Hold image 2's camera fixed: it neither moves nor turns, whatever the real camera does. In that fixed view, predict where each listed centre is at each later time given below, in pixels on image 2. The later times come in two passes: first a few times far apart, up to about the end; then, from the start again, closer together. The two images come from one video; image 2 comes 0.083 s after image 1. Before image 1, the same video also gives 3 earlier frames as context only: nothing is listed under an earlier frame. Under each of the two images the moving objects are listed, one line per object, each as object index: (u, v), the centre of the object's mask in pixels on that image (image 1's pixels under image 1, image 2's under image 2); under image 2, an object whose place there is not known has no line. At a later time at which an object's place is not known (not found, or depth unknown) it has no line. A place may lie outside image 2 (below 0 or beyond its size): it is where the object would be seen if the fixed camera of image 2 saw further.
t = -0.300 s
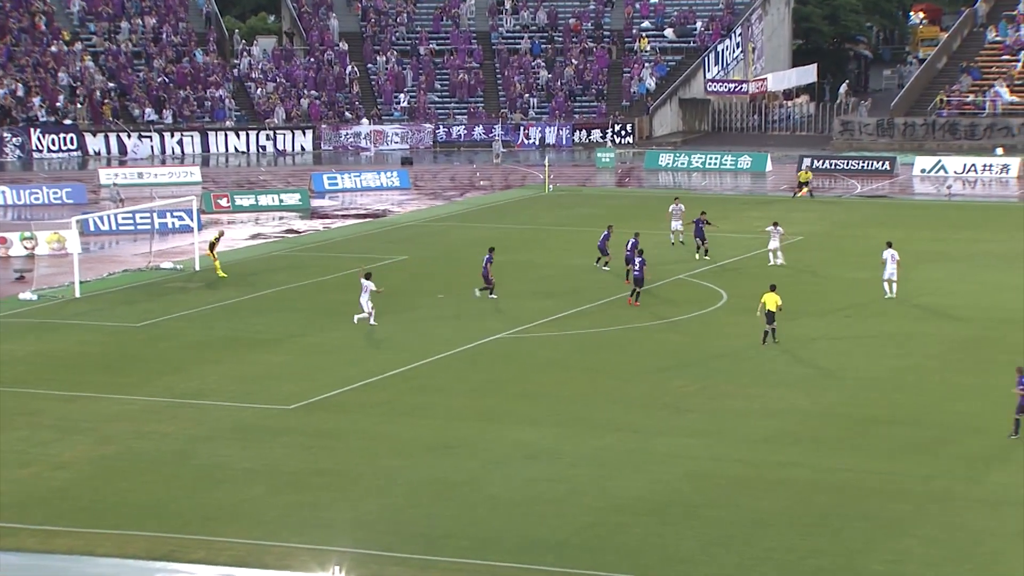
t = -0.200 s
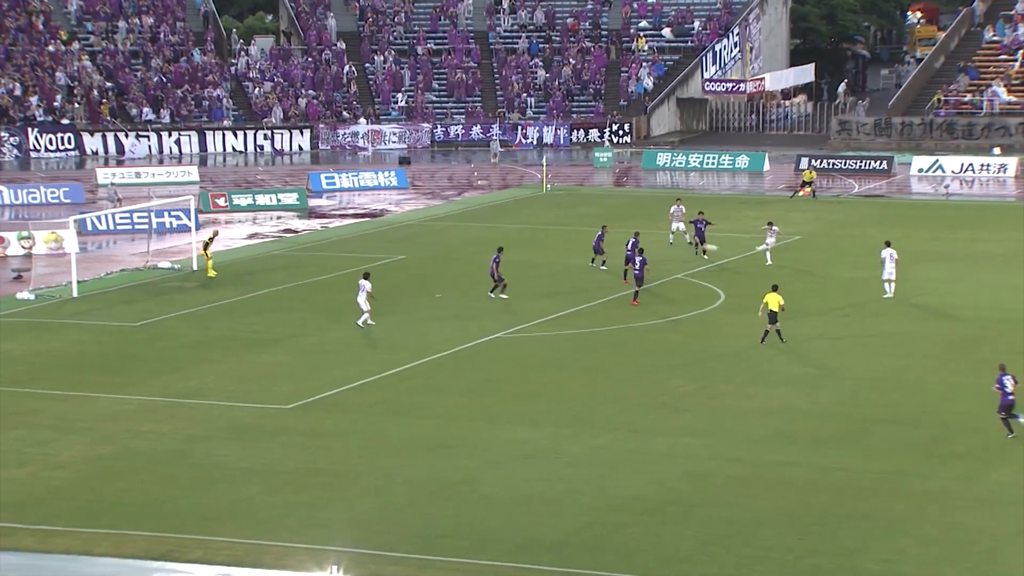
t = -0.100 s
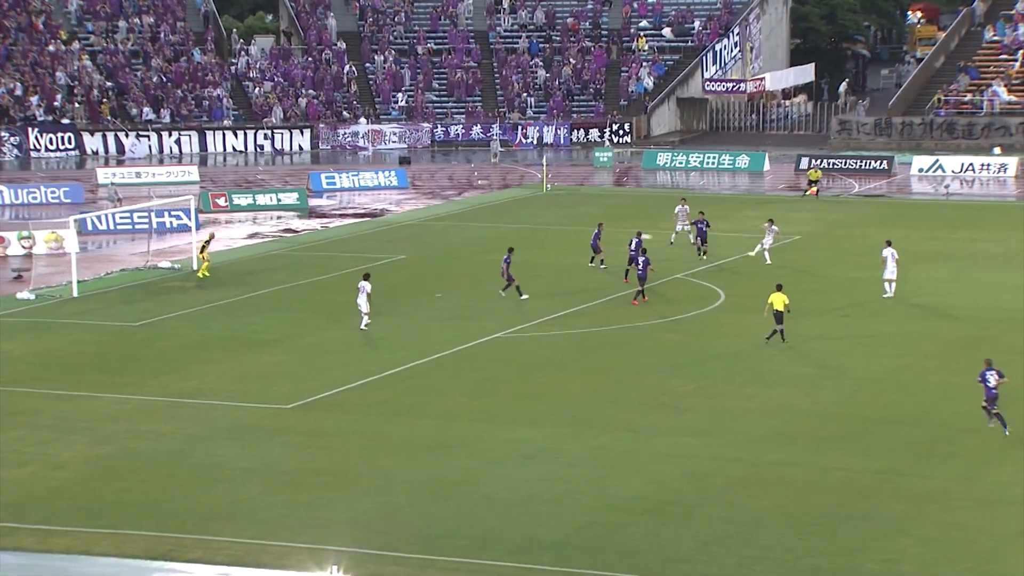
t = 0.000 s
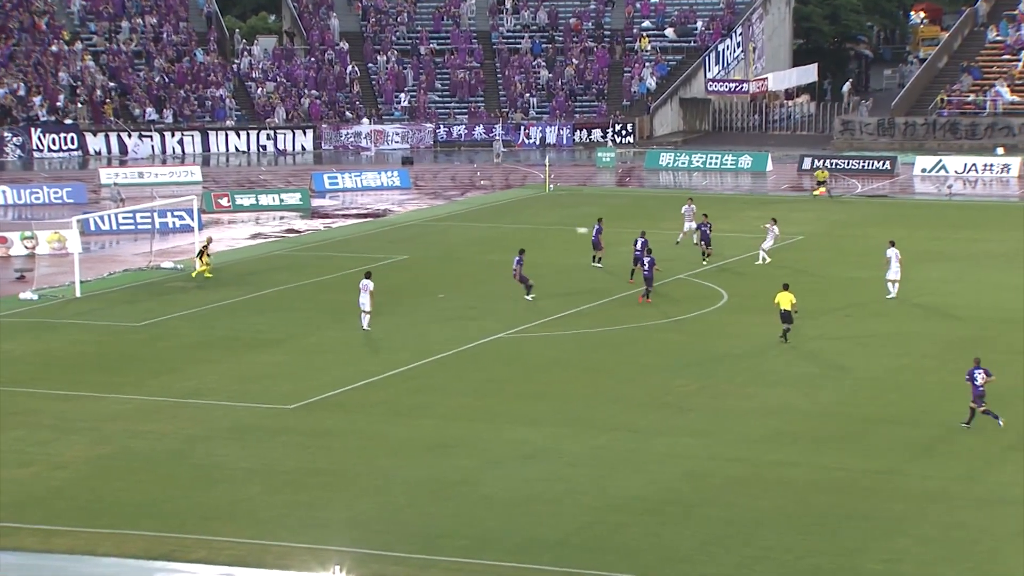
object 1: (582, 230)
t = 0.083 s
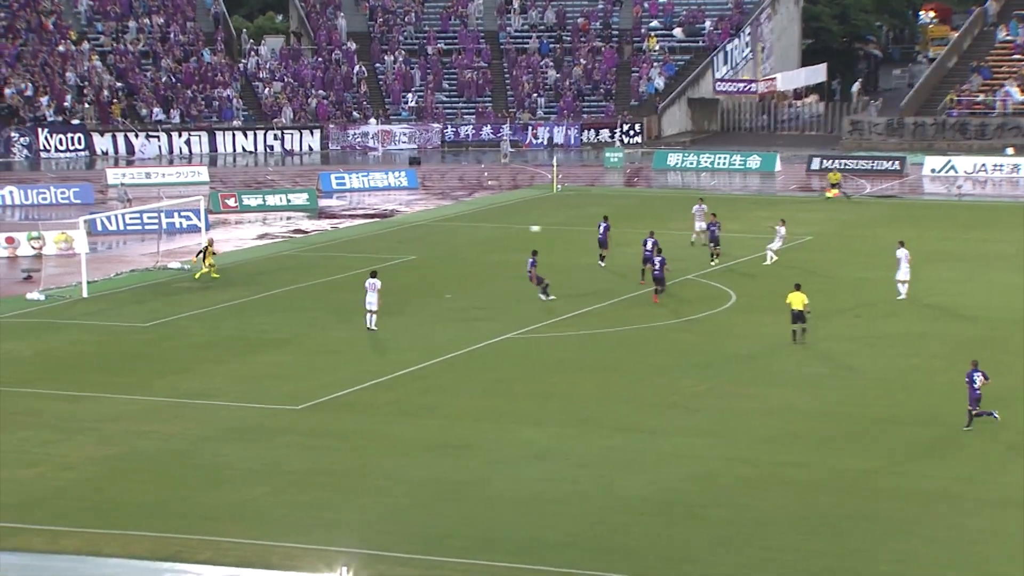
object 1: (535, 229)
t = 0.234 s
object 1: (439, 231)
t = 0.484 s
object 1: (281, 253)
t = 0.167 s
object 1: (481, 229)
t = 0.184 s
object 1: (471, 229)
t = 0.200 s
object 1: (460, 230)
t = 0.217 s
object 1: (449, 230)
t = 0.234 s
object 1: (439, 231)
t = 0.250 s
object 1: (429, 232)
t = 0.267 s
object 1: (419, 233)
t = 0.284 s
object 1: (407, 234)
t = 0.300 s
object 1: (397, 235)
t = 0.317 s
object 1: (387, 236)
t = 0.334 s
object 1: (376, 237)
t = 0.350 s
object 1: (365, 238)
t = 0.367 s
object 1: (355, 240)
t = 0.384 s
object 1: (344, 242)
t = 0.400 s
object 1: (334, 243)
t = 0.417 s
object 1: (324, 245)
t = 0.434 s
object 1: (313, 247)
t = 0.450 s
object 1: (302, 249)
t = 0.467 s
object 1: (292, 251)
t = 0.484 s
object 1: (281, 253)
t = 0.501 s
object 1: (271, 256)
